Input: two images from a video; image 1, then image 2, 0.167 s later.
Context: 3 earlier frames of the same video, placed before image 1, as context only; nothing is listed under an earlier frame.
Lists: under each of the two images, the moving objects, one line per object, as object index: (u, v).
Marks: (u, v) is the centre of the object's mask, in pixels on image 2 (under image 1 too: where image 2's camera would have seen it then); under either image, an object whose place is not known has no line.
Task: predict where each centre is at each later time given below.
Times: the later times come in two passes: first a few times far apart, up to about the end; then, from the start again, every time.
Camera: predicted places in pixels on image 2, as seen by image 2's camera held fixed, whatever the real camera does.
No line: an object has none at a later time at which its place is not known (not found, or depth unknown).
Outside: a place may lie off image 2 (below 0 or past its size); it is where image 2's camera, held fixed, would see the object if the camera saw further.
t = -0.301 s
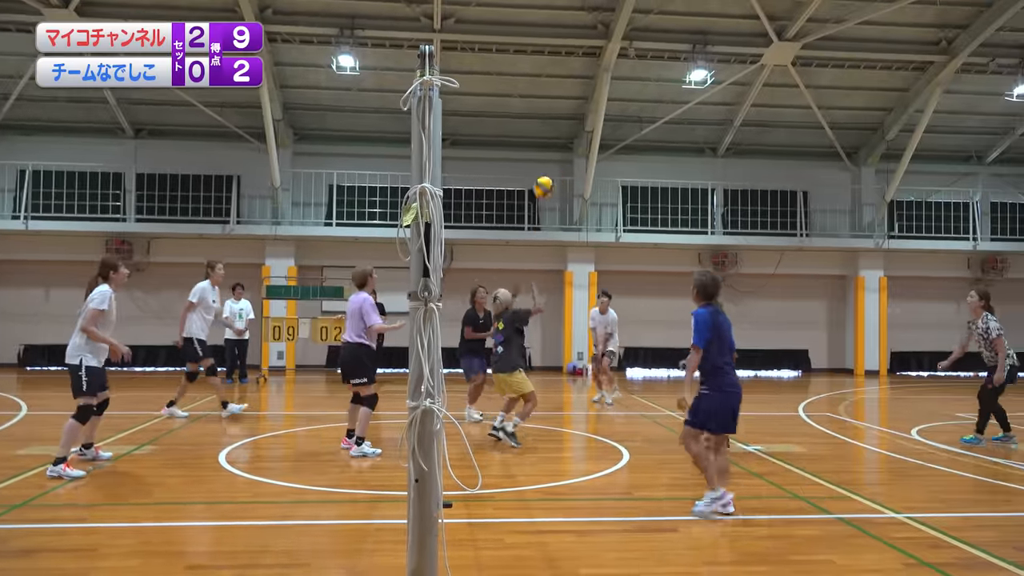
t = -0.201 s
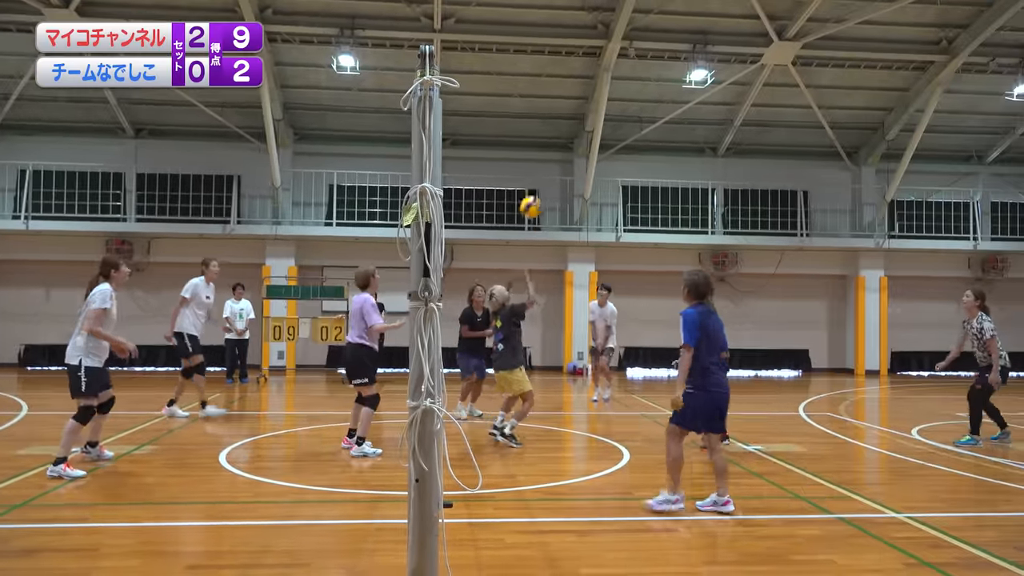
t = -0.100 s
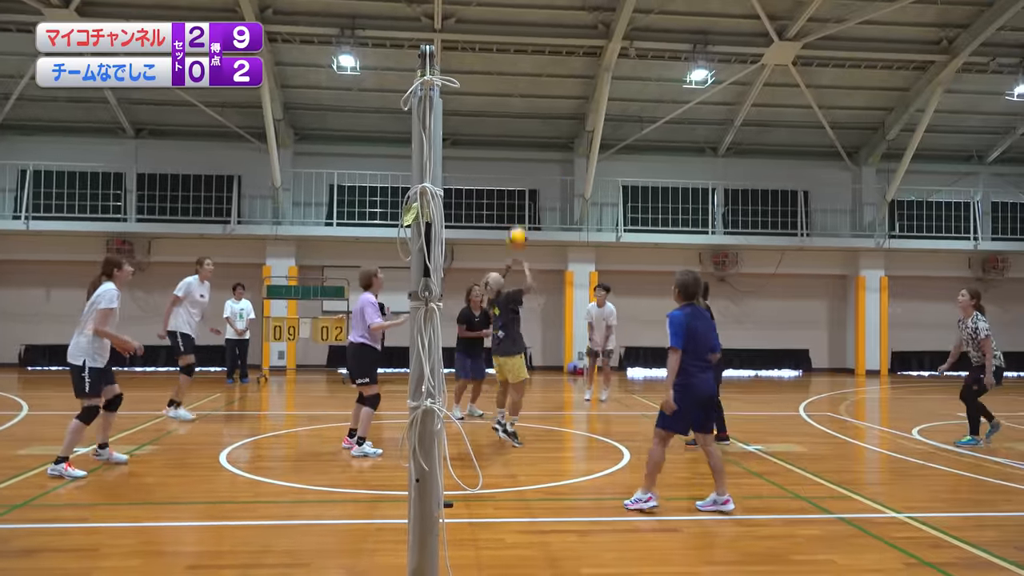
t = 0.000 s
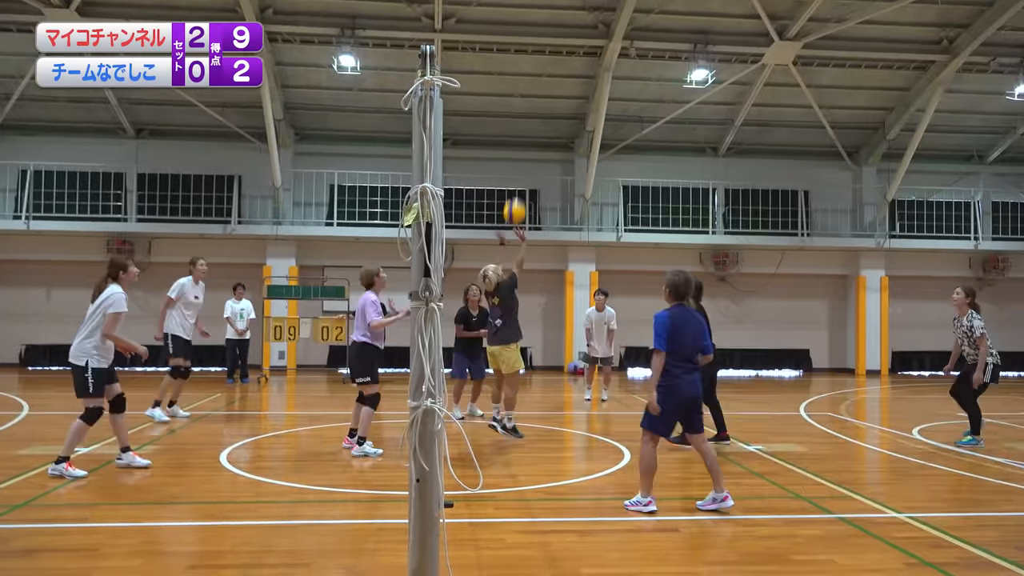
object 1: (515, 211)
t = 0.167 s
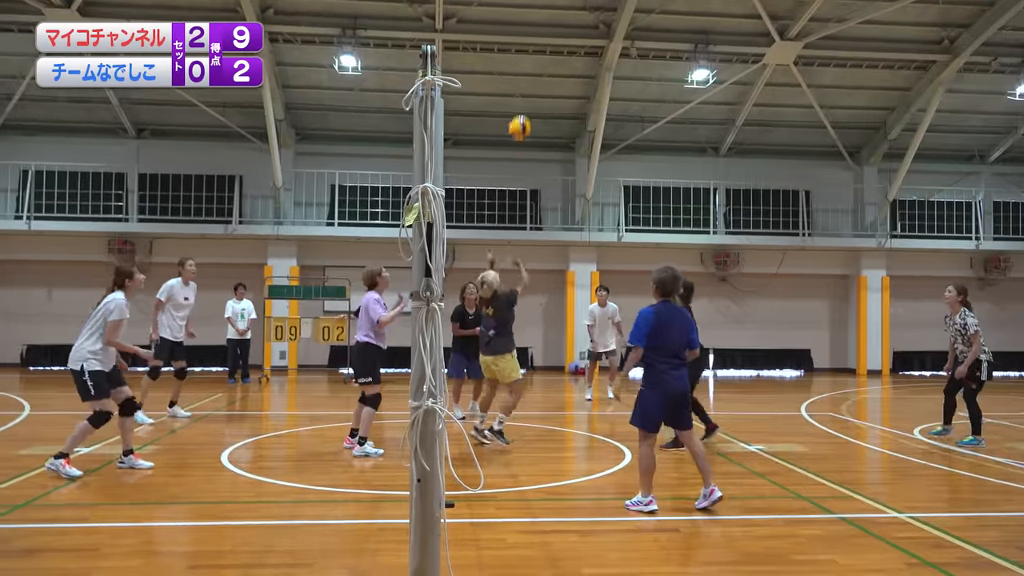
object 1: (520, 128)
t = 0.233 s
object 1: (521, 103)
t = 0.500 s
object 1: (528, 49)
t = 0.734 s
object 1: (533, 60)
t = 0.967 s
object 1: (537, 126)
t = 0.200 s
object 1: (520, 115)
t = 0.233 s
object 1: (521, 103)
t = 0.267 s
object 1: (522, 91)
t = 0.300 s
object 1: (522, 83)
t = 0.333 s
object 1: (524, 75)
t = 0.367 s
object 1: (525, 67)
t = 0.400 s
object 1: (525, 60)
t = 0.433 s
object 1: (526, 56)
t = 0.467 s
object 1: (526, 52)
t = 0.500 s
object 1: (528, 49)
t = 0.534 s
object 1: (528, 48)
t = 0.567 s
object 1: (529, 47)
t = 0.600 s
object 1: (530, 47)
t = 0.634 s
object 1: (531, 49)
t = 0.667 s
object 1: (531, 51)
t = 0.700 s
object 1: (531, 55)
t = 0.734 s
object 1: (533, 60)
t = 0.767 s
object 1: (533, 67)
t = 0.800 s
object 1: (533, 74)
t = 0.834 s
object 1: (534, 82)
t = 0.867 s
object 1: (534, 91)
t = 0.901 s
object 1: (533, 102)
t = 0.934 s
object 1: (535, 114)
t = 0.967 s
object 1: (537, 126)
